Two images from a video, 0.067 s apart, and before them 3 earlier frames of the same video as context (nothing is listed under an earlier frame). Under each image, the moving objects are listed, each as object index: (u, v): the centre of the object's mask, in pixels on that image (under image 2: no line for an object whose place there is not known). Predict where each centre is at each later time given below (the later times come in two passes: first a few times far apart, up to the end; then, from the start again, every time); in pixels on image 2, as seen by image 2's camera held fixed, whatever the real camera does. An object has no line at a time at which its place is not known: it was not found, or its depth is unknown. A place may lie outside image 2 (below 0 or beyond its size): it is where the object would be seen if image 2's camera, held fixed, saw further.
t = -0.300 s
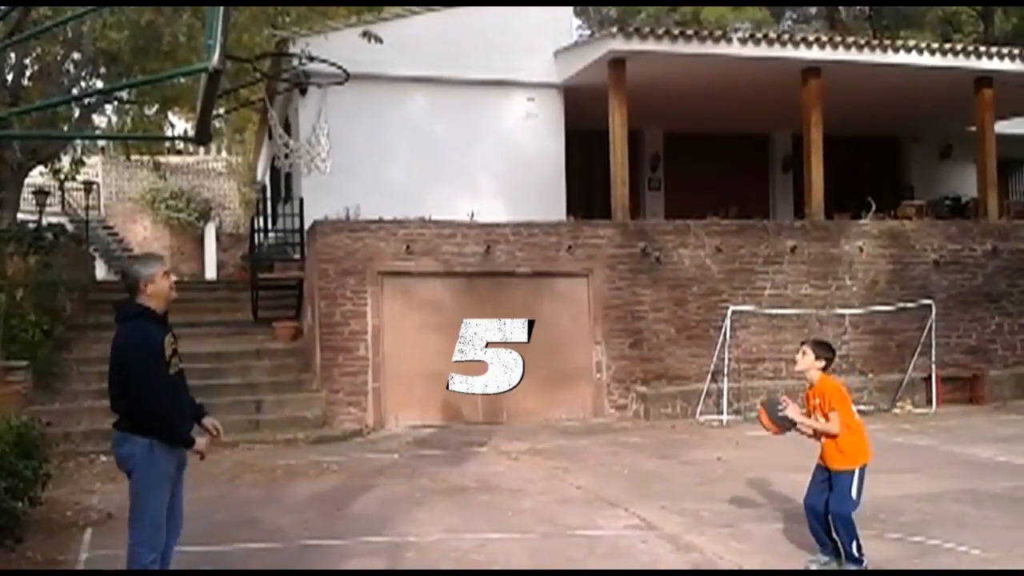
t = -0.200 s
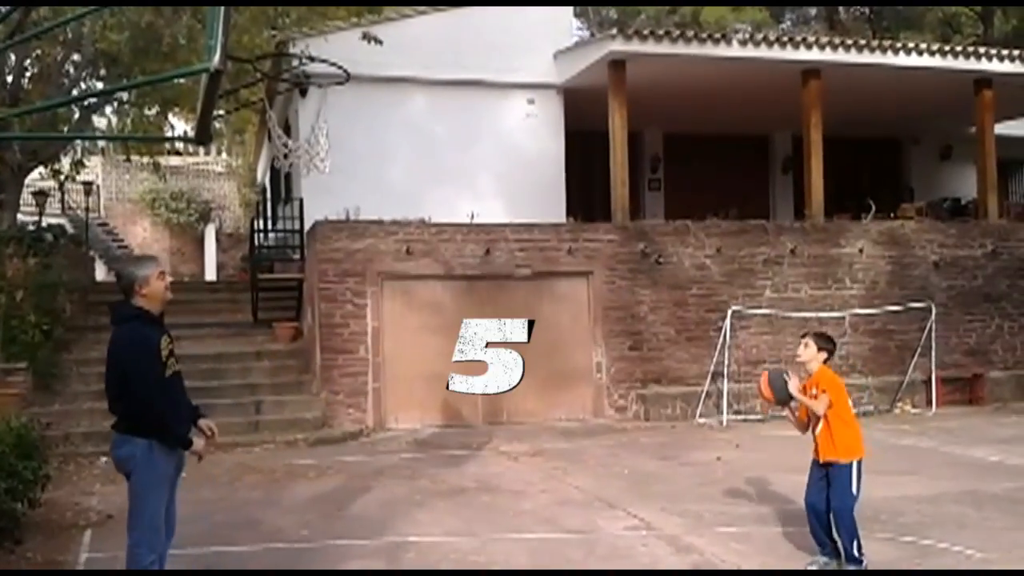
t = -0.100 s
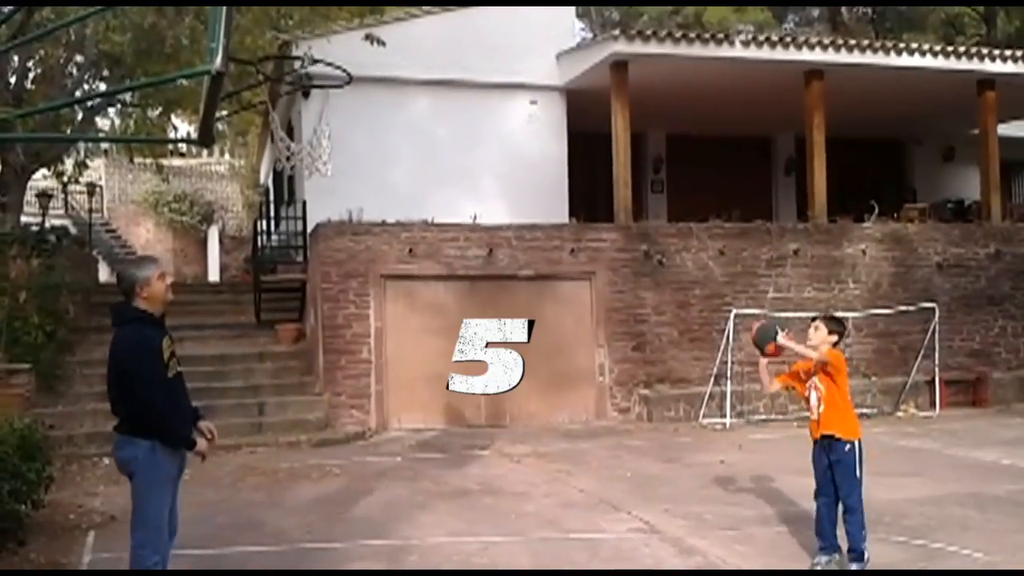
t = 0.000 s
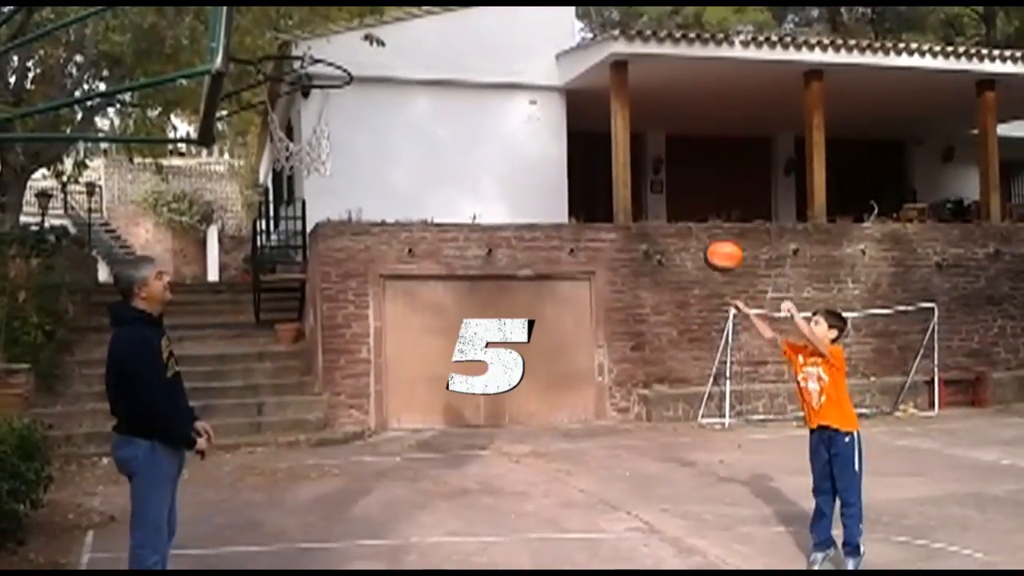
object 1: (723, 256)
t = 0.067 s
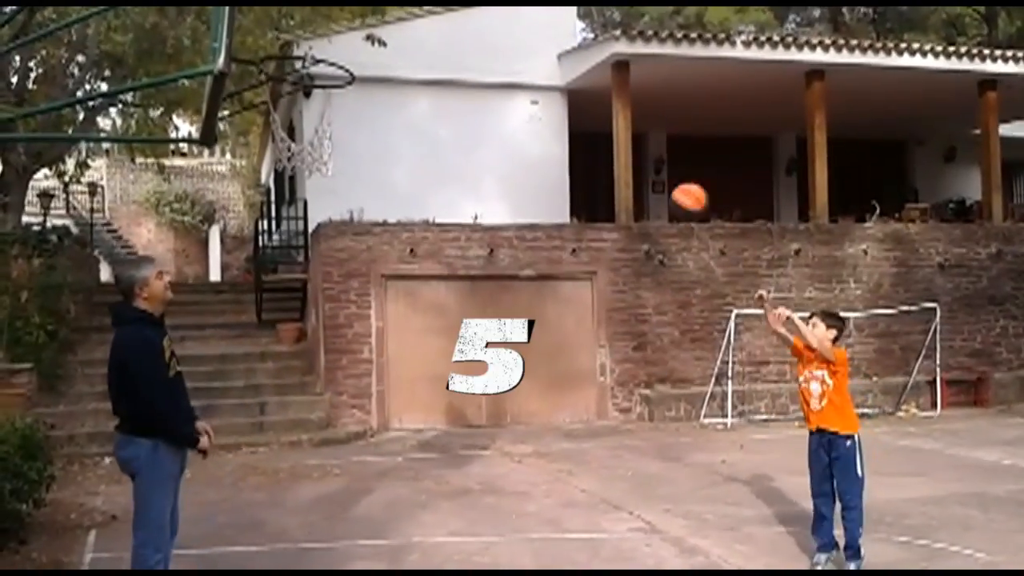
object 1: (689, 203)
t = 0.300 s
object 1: (558, 71)
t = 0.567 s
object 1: (401, 23)
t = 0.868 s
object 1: (322, 83)
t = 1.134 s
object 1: (272, 121)
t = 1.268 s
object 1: (282, 136)
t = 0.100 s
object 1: (670, 178)
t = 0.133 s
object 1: (653, 157)
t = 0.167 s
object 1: (634, 136)
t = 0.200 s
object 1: (616, 117)
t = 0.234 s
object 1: (596, 101)
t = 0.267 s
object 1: (578, 85)
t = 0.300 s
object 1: (558, 71)
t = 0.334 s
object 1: (540, 58)
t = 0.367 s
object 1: (521, 48)
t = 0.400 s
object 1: (501, 38)
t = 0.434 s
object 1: (481, 31)
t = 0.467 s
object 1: (462, 26)
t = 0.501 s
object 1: (442, 24)
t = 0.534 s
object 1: (421, 23)
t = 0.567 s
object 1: (401, 23)
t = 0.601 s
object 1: (381, 24)
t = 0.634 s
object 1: (361, 27)
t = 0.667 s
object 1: (339, 33)
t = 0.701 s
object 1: (318, 43)
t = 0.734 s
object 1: (296, 54)
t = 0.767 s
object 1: (284, 66)
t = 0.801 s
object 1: (299, 68)
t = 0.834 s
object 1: (320, 77)
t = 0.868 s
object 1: (322, 83)
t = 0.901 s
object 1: (313, 92)
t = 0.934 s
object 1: (303, 103)
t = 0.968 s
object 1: (293, 117)
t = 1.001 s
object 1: (286, 128)
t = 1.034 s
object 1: (281, 126)
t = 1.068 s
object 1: (275, 123)
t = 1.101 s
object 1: (273, 123)
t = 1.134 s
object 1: (272, 121)
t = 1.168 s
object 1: (275, 123)
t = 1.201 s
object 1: (277, 125)
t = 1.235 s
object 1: (280, 130)
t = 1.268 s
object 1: (282, 136)
